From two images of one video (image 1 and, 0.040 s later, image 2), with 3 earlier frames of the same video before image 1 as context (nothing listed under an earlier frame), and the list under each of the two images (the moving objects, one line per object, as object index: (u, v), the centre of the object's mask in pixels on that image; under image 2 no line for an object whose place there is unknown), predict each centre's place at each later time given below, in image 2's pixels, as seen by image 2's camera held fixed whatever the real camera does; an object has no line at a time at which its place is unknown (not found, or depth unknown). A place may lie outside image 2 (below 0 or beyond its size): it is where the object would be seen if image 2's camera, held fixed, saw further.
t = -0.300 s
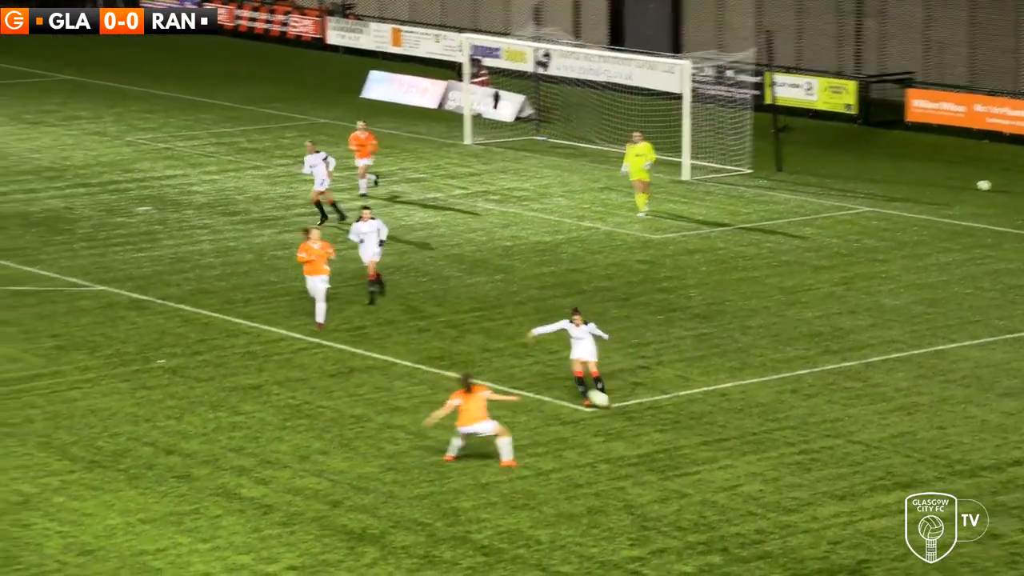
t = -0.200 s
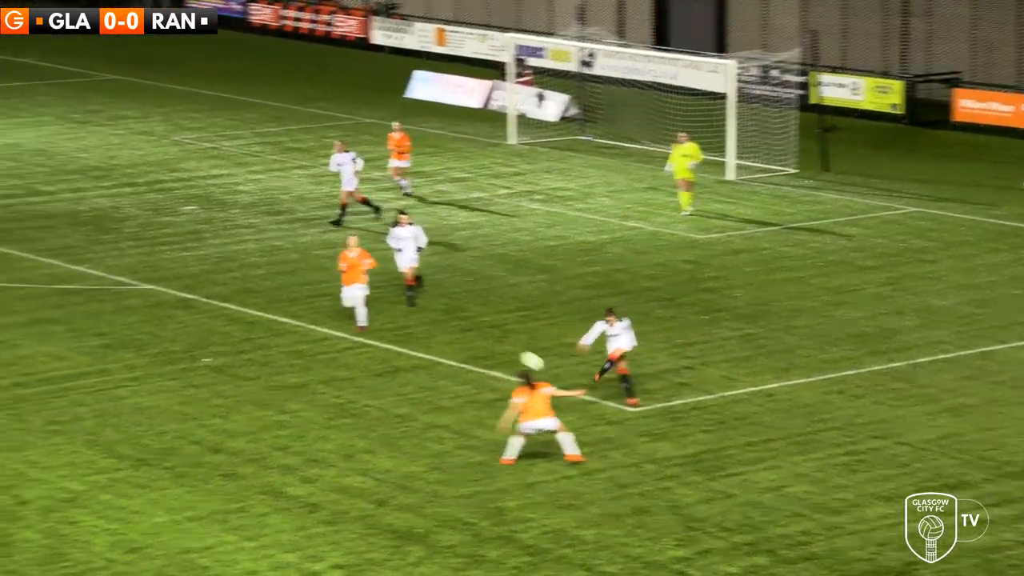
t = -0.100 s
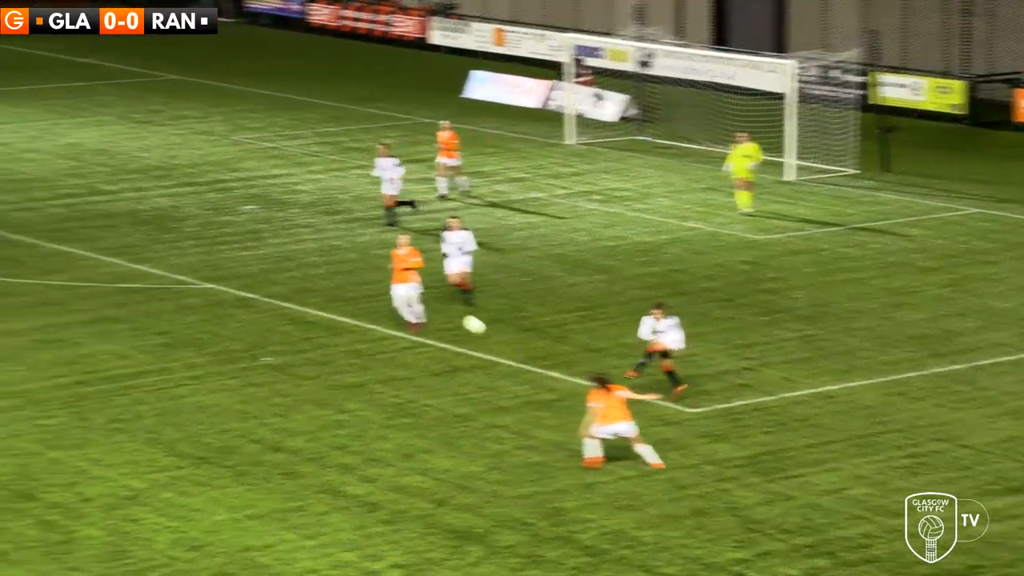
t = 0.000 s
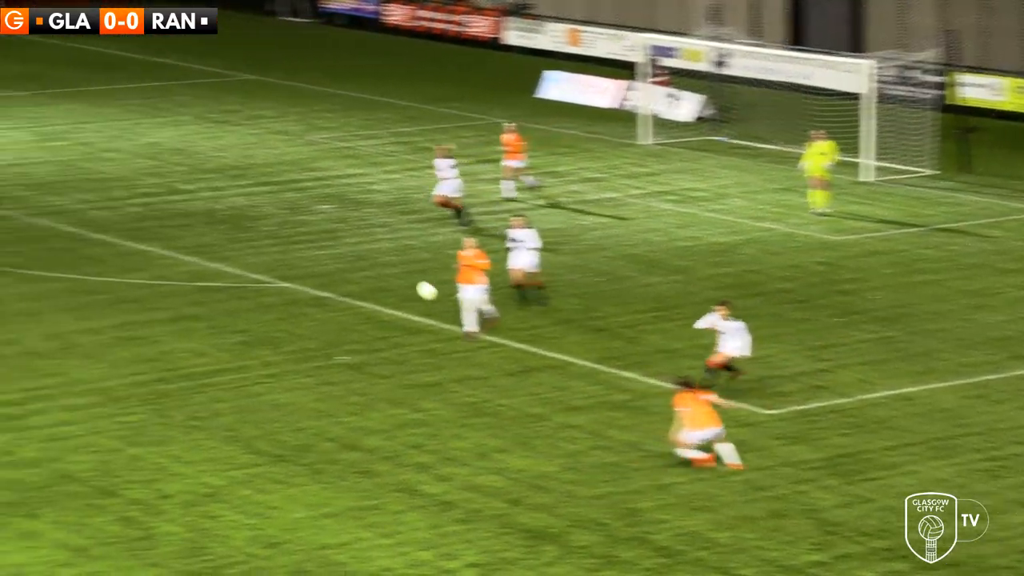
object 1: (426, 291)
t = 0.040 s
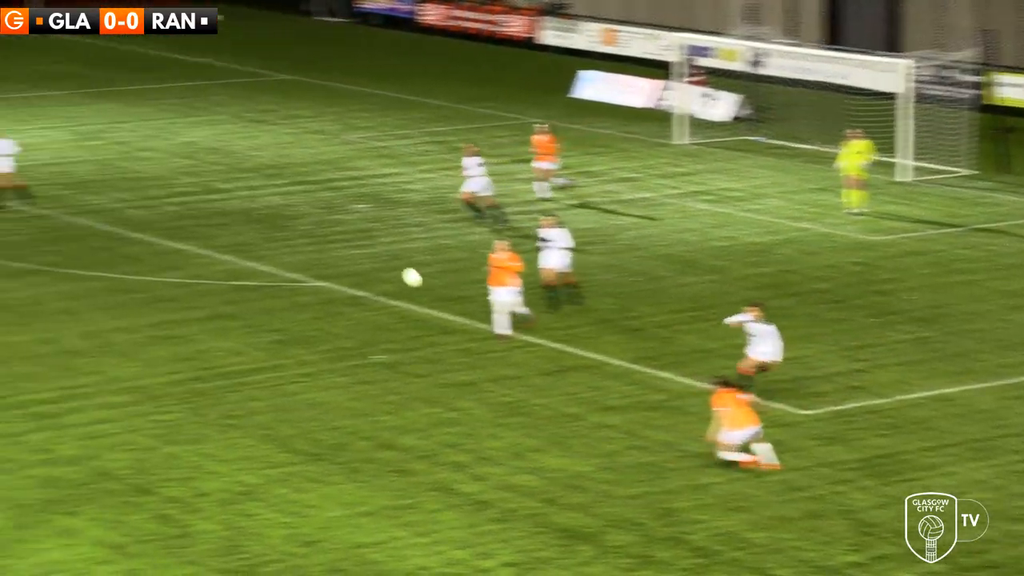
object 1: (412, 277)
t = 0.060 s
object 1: (386, 271)
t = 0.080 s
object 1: (361, 265)
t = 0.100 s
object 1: (336, 259)
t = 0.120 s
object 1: (310, 253)
